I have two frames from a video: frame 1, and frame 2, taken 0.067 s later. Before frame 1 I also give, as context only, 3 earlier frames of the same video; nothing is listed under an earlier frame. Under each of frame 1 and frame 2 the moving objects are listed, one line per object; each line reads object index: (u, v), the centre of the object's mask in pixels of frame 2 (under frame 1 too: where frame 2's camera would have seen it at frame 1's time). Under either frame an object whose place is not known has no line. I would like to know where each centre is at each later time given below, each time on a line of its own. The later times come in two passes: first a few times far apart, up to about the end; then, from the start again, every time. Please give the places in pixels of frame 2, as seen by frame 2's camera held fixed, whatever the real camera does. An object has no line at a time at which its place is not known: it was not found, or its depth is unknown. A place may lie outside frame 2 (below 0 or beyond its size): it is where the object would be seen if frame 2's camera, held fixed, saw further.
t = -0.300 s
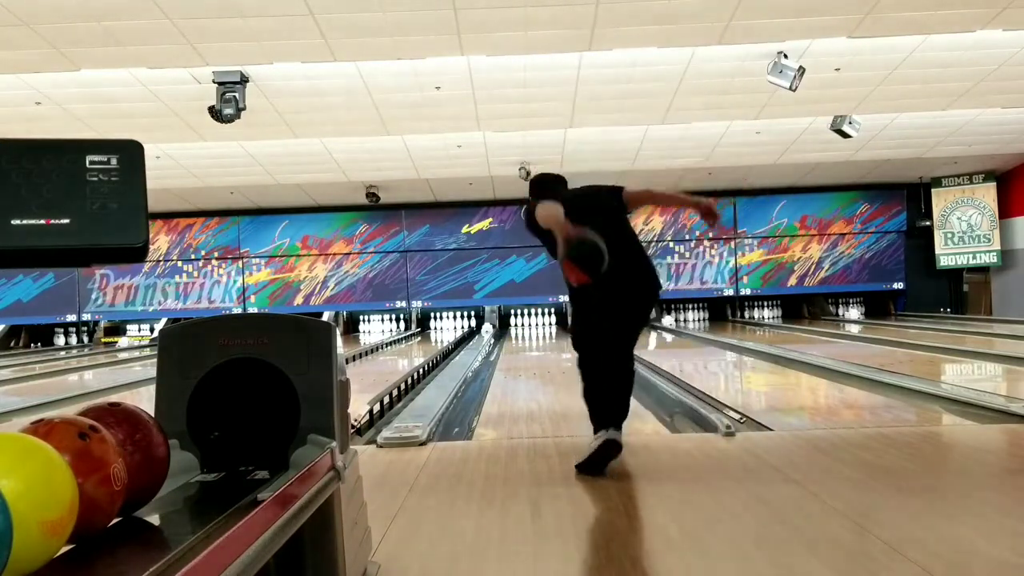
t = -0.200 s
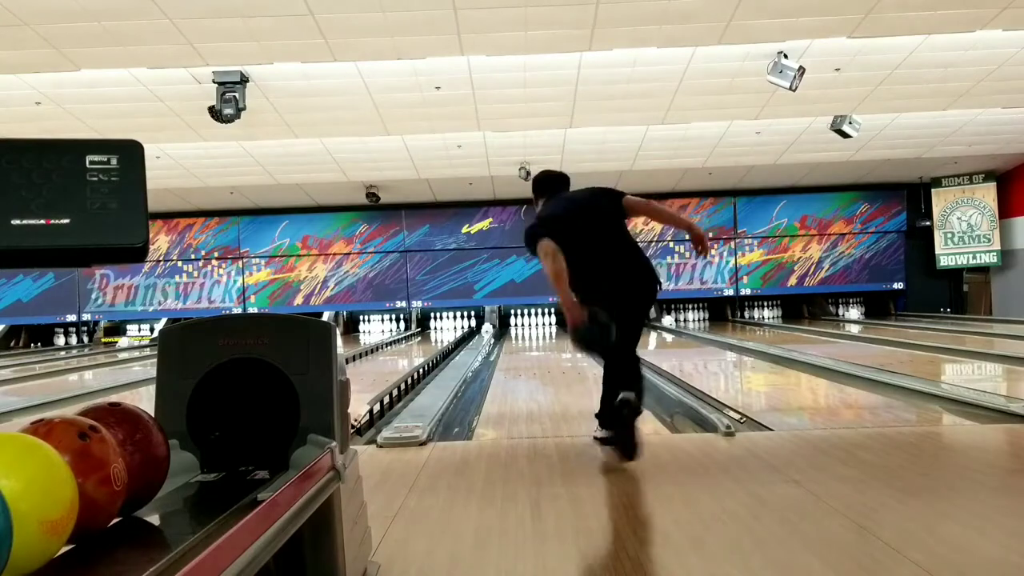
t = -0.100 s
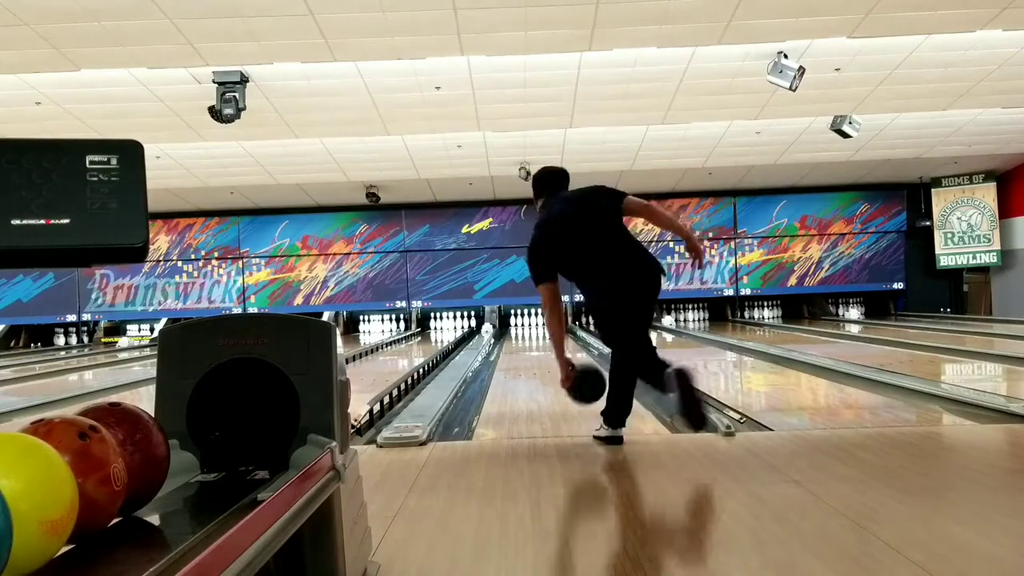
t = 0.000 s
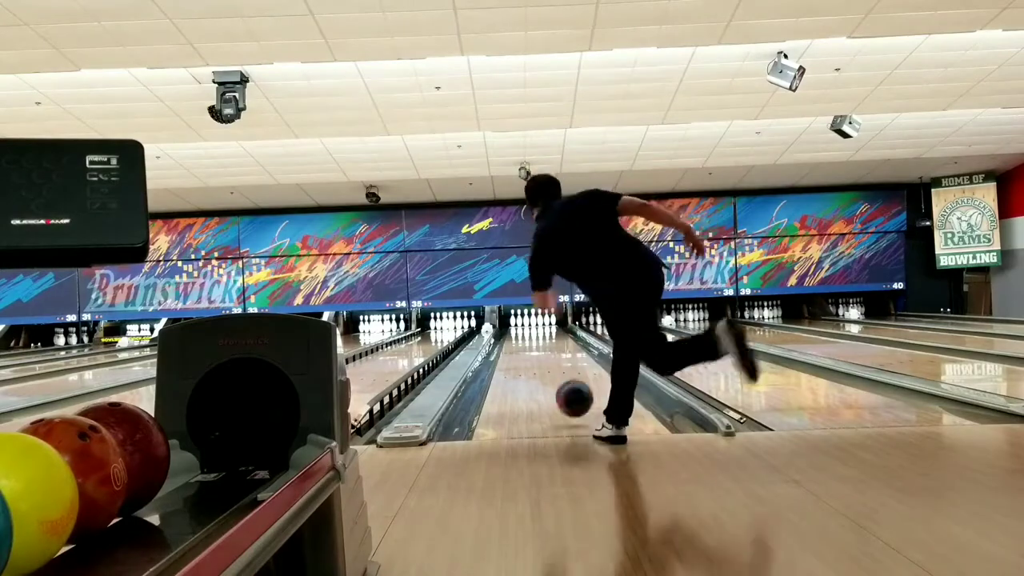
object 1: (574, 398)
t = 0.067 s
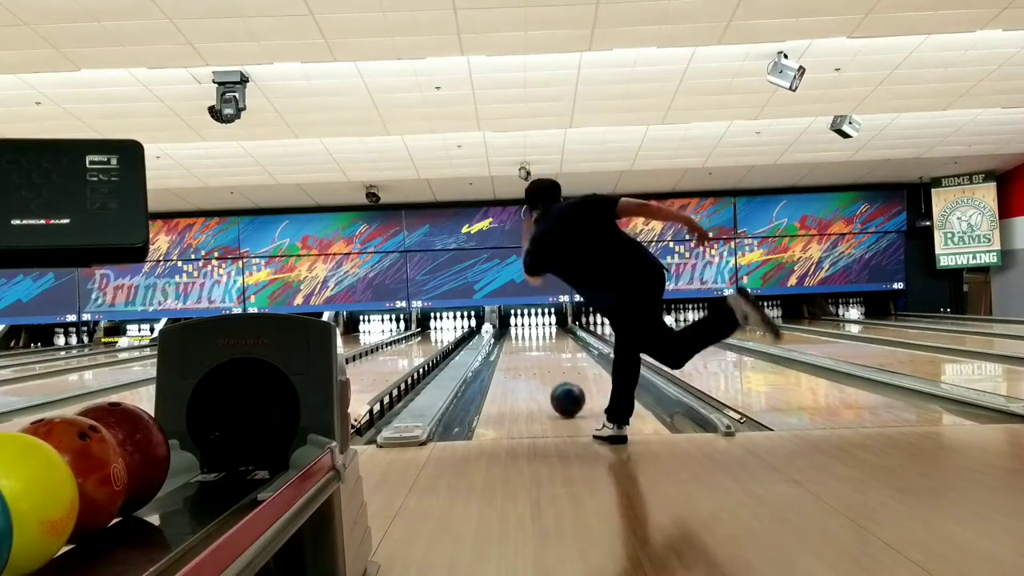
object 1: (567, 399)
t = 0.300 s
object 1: (550, 380)
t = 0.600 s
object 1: (536, 363)
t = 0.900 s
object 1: (529, 352)
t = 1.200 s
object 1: (523, 343)
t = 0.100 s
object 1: (564, 396)
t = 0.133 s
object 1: (562, 393)
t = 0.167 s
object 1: (559, 390)
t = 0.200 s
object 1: (557, 388)
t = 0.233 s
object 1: (554, 385)
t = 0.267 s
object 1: (552, 382)
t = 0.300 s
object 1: (550, 380)
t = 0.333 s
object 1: (548, 378)
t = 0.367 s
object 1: (547, 375)
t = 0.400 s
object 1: (545, 373)
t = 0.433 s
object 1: (543, 371)
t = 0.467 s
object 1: (541, 369)
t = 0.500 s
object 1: (540, 368)
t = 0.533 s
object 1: (539, 365)
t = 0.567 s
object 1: (538, 364)
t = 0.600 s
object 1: (536, 363)
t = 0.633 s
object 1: (535, 361)
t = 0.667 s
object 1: (534, 360)
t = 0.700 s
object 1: (533, 358)
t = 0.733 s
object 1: (533, 357)
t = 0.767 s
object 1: (532, 356)
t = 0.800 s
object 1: (531, 355)
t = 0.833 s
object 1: (530, 354)
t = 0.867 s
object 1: (529, 352)
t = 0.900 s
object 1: (529, 352)
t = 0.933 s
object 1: (528, 351)
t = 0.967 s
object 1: (527, 350)
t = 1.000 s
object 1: (527, 349)
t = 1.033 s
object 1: (525, 348)
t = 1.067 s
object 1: (526, 347)
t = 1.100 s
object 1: (525, 346)
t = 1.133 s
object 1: (524, 345)
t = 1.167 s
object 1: (524, 344)
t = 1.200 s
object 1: (523, 343)
